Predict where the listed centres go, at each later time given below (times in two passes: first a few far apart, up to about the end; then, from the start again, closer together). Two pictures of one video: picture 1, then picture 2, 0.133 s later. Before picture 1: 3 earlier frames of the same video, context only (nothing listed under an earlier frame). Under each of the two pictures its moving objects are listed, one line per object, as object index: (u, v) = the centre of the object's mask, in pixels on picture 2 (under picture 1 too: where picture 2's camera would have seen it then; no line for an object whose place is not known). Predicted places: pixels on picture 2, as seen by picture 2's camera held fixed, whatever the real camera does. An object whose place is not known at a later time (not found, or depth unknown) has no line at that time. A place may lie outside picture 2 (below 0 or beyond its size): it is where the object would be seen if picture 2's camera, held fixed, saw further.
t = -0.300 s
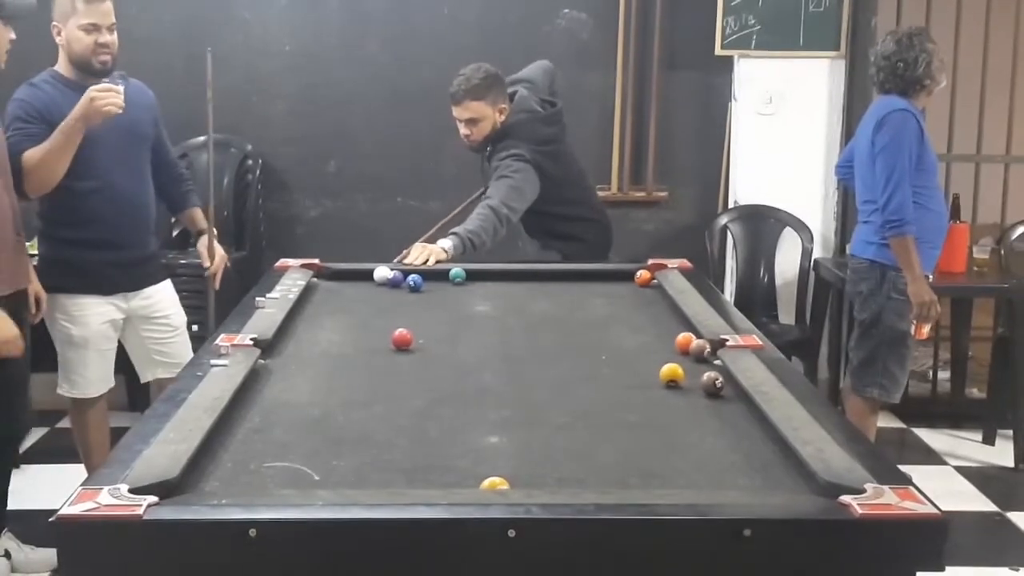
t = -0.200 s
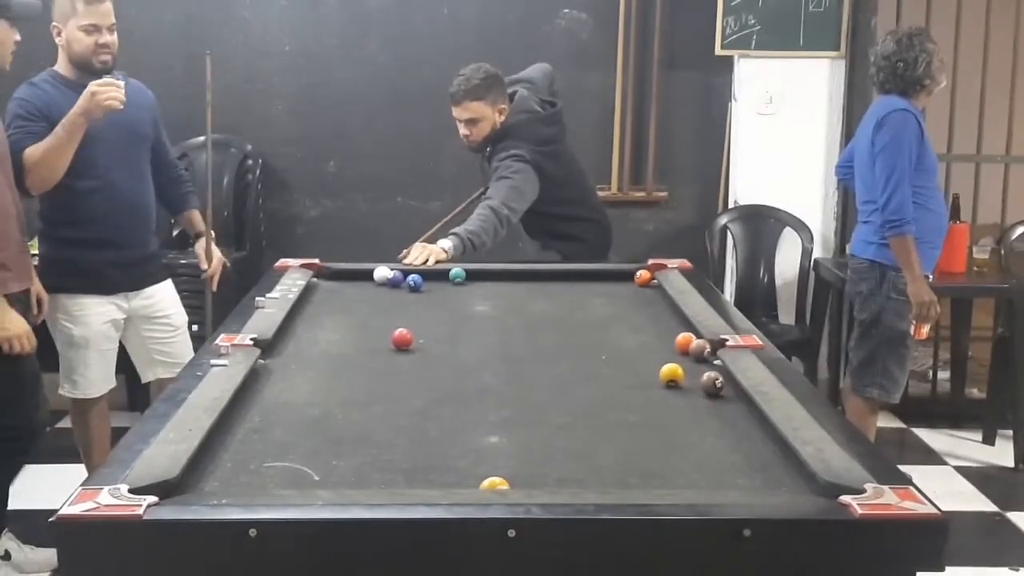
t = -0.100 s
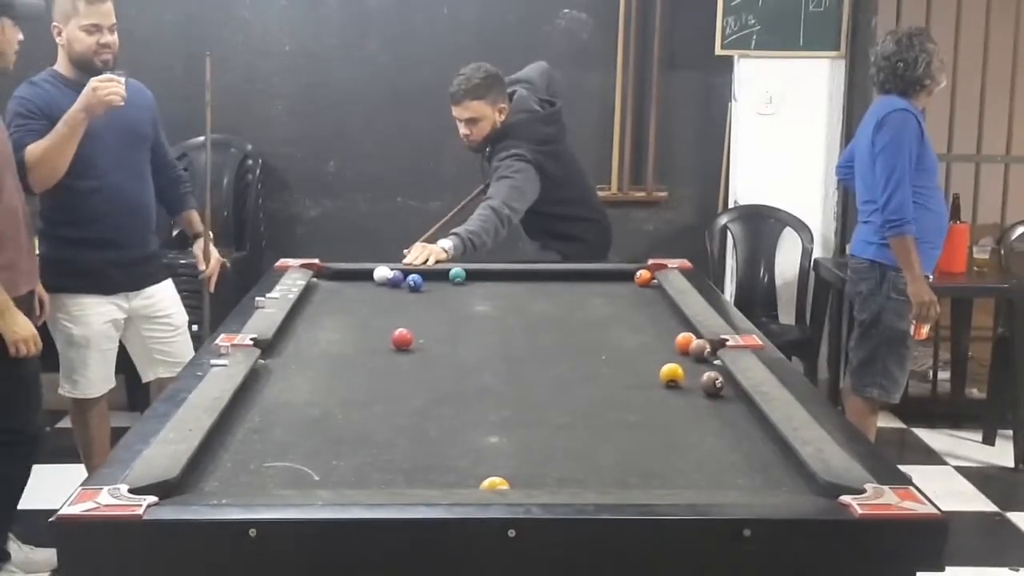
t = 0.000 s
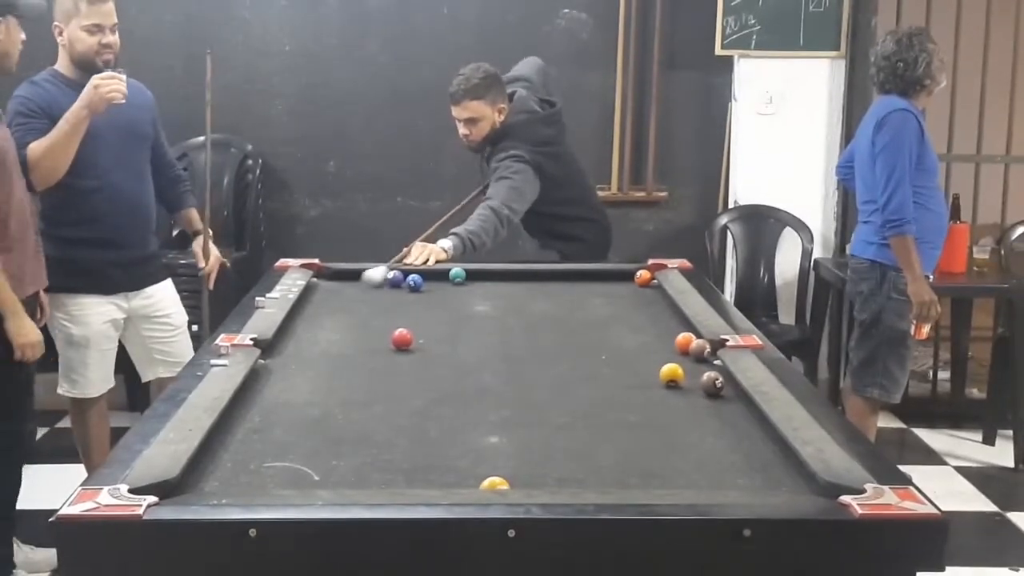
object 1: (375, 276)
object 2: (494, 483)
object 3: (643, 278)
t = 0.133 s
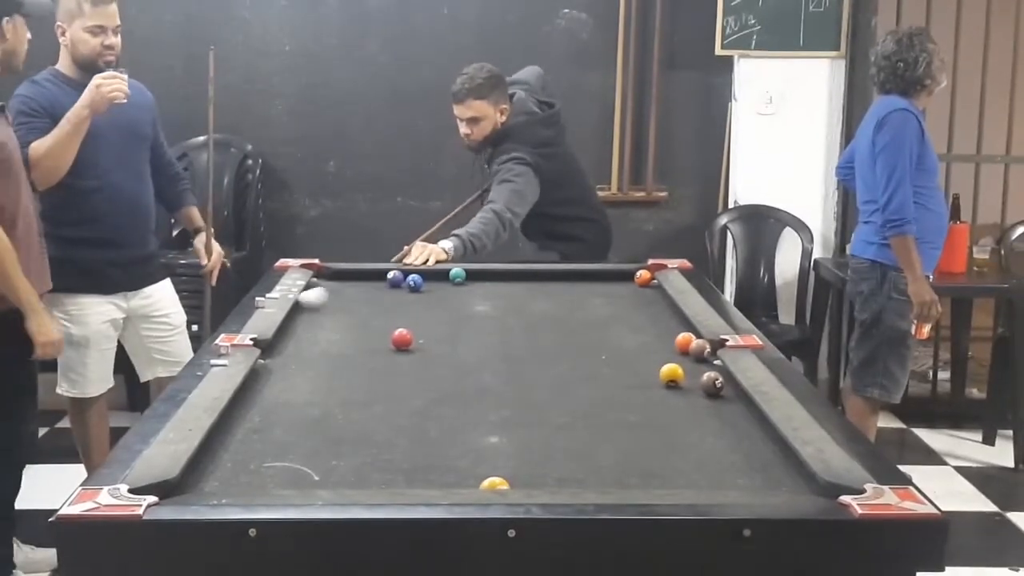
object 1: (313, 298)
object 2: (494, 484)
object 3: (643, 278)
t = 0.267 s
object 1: (326, 318)
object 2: (494, 483)
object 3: (643, 278)
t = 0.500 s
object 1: (361, 362)
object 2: (494, 483)
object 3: (643, 277)
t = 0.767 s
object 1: (415, 429)
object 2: (495, 483)
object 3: (643, 278)
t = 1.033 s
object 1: (469, 471)
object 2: (535, 481)
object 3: (643, 278)
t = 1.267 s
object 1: (499, 433)
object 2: (615, 475)
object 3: (643, 278)
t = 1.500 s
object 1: (525, 402)
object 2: (687, 470)
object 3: (643, 278)
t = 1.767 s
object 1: (548, 372)
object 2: (763, 461)
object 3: (643, 277)
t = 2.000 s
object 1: (565, 350)
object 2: (750, 454)
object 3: (643, 278)
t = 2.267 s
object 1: (582, 330)
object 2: (696, 448)
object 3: (643, 278)
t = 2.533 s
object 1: (595, 313)
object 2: (649, 442)
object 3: (643, 278)
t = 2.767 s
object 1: (605, 300)
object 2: (613, 437)
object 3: (643, 278)
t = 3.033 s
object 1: (615, 287)
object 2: (577, 433)
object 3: (643, 278)
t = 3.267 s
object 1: (622, 277)
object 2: (550, 428)
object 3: (643, 277)
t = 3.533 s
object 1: (624, 279)
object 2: (523, 424)
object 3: (642, 278)
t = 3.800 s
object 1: (622, 285)
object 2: (501, 421)
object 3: (636, 279)
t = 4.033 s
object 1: (619, 289)
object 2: (486, 418)
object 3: (630, 279)
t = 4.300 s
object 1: (617, 294)
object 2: (472, 416)
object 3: (626, 281)
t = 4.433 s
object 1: (615, 297)
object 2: (467, 415)
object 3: (624, 281)
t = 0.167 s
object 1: (310, 303)
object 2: (494, 484)
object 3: (643, 278)
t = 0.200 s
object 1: (316, 309)
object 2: (494, 484)
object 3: (643, 277)
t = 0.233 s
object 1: (322, 313)
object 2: (494, 483)
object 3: (643, 277)
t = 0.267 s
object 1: (326, 318)
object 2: (494, 483)
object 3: (643, 278)
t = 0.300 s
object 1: (331, 324)
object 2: (494, 483)
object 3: (643, 277)
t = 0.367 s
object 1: (340, 335)
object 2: (494, 483)
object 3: (643, 277)
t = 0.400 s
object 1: (345, 342)
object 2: (494, 483)
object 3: (643, 278)
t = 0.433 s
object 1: (350, 348)
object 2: (494, 483)
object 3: (643, 277)
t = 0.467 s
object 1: (355, 354)
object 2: (494, 483)
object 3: (643, 278)
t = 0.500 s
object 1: (361, 362)
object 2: (494, 483)
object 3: (643, 277)
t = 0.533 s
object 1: (367, 369)
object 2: (494, 483)
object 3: (643, 278)
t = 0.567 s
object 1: (373, 377)
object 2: (494, 483)
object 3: (642, 278)
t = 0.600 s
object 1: (379, 384)
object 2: (494, 484)
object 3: (643, 277)
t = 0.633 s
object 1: (385, 393)
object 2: (494, 483)
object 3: (643, 277)
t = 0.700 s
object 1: (399, 410)
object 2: (494, 483)
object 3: (643, 278)
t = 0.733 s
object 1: (407, 419)
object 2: (494, 483)
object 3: (643, 278)
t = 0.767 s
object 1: (415, 429)
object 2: (495, 483)
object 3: (643, 278)
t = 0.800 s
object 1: (423, 439)
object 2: (494, 483)
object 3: (643, 278)
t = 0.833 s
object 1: (432, 450)
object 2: (495, 483)
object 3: (643, 278)
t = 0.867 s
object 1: (441, 460)
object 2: (494, 483)
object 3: (643, 278)
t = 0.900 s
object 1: (450, 471)
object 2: (494, 483)
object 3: (643, 278)
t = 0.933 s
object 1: (458, 478)
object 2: (495, 483)
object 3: (643, 278)
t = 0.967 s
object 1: (462, 480)
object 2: (509, 483)
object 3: (643, 278)
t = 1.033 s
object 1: (469, 471)
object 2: (535, 481)
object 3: (643, 278)
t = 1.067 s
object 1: (473, 465)
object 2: (547, 481)
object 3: (643, 278)
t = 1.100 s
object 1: (478, 459)
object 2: (559, 480)
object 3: (643, 278)
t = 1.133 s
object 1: (482, 453)
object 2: (570, 479)
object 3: (643, 278)
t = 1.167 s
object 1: (486, 448)
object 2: (582, 478)
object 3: (643, 278)
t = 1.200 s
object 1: (491, 443)
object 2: (593, 476)
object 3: (643, 278)
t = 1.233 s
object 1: (495, 438)
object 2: (604, 476)
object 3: (643, 278)
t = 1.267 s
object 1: (499, 433)
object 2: (615, 475)
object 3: (643, 278)
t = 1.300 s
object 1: (503, 428)
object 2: (626, 475)
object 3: (643, 278)
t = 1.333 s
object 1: (507, 422)
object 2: (637, 474)
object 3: (643, 278)
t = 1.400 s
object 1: (515, 414)
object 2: (658, 473)
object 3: (643, 278)
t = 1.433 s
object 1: (518, 410)
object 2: (668, 472)
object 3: (643, 278)
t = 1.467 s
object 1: (521, 405)
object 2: (678, 472)
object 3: (643, 278)
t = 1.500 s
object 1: (525, 402)
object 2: (687, 470)
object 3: (643, 278)
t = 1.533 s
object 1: (528, 398)
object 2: (698, 469)
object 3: (643, 278)
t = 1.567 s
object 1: (531, 393)
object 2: (708, 468)
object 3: (643, 277)
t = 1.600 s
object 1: (534, 390)
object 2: (717, 467)
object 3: (643, 278)
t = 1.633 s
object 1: (537, 386)
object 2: (727, 466)
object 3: (643, 278)
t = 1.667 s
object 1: (540, 382)
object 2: (736, 465)
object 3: (643, 277)
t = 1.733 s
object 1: (546, 375)
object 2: (753, 462)
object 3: (643, 277)
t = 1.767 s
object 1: (548, 372)
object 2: (763, 461)
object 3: (643, 277)
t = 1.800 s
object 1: (551, 369)
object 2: (771, 459)
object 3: (643, 277)
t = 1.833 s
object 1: (554, 365)
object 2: (779, 458)
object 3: (643, 277)
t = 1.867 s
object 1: (556, 362)
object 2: (778, 457)
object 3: (643, 277)
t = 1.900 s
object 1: (559, 359)
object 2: (772, 456)
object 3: (643, 277)
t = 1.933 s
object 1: (561, 357)
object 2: (764, 456)
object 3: (643, 277)
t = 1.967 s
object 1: (563, 353)
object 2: (757, 455)
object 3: (643, 278)
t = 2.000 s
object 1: (565, 350)
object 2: (750, 454)
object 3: (643, 278)
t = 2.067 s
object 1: (570, 345)
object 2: (736, 452)
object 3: (643, 277)
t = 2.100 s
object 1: (572, 343)
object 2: (729, 451)
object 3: (643, 278)
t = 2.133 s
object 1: (574, 340)
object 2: (722, 451)
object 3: (643, 277)
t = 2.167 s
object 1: (576, 337)
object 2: (715, 450)
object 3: (643, 278)
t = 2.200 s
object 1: (578, 335)
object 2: (709, 449)
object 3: (643, 278)
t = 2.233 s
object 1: (580, 332)
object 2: (702, 449)
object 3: (643, 278)
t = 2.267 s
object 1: (582, 330)
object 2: (696, 448)
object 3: (643, 278)
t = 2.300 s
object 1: (584, 328)
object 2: (690, 447)
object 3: (643, 278)
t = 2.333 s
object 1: (585, 325)
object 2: (684, 446)
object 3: (643, 278)
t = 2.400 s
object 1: (589, 321)
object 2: (672, 445)
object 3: (643, 278)
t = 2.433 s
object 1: (590, 319)
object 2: (666, 444)
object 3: (643, 278)
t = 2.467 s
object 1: (592, 317)
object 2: (660, 443)
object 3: (643, 278)
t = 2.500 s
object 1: (594, 314)
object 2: (654, 443)
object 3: (643, 278)
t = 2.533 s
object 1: (595, 313)
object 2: (649, 442)
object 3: (643, 278)
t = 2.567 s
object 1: (597, 310)
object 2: (643, 441)
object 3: (643, 278)
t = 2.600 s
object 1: (598, 309)
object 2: (638, 440)
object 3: (643, 278)
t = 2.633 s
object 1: (600, 307)
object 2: (633, 440)
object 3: (643, 278)
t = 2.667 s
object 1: (601, 305)
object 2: (627, 440)
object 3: (643, 278)
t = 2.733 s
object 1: (604, 302)
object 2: (618, 438)
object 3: (643, 278)
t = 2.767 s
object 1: (605, 300)
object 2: (613, 437)
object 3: (643, 278)
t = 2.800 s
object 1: (607, 298)
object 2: (608, 437)
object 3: (643, 278)
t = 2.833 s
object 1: (608, 297)
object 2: (603, 436)
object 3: (643, 278)
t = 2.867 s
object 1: (609, 295)
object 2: (598, 436)
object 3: (643, 277)
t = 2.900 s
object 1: (610, 293)
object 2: (594, 435)
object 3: (643, 277)
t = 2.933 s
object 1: (612, 292)
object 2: (589, 434)
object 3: (643, 278)
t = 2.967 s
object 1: (613, 290)
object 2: (585, 434)
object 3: (643, 277)
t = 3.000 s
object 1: (614, 289)
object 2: (581, 433)
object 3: (643, 277)
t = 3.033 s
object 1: (615, 287)
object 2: (577, 433)
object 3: (643, 278)
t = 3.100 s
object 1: (617, 284)
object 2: (568, 431)
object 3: (643, 277)
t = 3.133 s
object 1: (618, 283)
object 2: (565, 430)
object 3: (643, 277)
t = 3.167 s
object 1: (619, 281)
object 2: (561, 431)
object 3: (643, 278)
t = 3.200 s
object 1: (620, 280)
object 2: (557, 429)
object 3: (643, 278)
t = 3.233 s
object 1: (621, 278)
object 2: (553, 428)
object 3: (643, 278)
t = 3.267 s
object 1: (622, 277)
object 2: (550, 428)
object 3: (643, 277)
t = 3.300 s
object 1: (623, 276)
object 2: (546, 427)
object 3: (643, 277)
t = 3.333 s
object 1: (624, 275)
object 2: (543, 427)
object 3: (643, 277)
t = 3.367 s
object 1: (625, 275)
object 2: (539, 427)
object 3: (643, 278)
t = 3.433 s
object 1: (625, 277)
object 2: (533, 426)
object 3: (645, 278)
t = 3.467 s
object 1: (625, 278)
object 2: (529, 425)
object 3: (644, 278)
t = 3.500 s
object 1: (625, 279)
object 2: (526, 425)
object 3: (643, 278)
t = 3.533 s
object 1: (624, 279)
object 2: (523, 424)
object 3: (642, 278)
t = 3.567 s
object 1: (624, 280)
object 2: (520, 424)
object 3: (641, 278)
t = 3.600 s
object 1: (624, 281)
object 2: (517, 423)
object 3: (641, 278)
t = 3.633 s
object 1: (624, 281)
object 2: (515, 423)
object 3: (640, 279)
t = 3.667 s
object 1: (623, 282)
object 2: (512, 423)
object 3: (640, 278)
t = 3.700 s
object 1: (623, 283)
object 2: (509, 422)
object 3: (638, 279)
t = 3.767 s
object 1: (622, 284)
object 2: (504, 421)
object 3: (636, 279)
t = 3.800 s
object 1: (622, 285)
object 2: (501, 421)
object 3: (636, 279)
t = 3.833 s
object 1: (621, 285)
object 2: (499, 421)
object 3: (635, 279)
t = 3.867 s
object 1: (621, 286)
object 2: (497, 421)
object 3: (634, 279)
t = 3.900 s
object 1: (621, 287)
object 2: (494, 420)
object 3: (633, 279)
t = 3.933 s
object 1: (620, 288)
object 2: (492, 420)
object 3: (633, 279)
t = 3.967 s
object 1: (620, 288)
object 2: (490, 420)
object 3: (632, 279)
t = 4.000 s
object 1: (620, 289)
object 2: (488, 419)
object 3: (631, 279)
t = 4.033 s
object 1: (619, 289)
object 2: (486, 418)
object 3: (630, 279)
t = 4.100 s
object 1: (619, 291)
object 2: (482, 418)
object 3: (629, 280)
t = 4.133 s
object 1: (618, 291)
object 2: (480, 417)
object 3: (628, 280)
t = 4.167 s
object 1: (618, 292)
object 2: (479, 417)
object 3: (628, 280)
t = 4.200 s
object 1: (618, 293)
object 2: (477, 416)
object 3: (627, 280)
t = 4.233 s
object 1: (617, 293)
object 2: (476, 416)
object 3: (627, 280)
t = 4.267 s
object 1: (617, 294)
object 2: (474, 416)
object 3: (626, 280)
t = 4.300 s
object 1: (617, 294)
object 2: (472, 416)
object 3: (626, 281)
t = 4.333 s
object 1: (616, 295)
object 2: (471, 416)
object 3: (625, 281)
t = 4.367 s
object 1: (616, 296)
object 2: (470, 416)
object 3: (624, 281)
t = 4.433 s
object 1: (615, 297)
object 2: (467, 415)
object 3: (624, 281)
